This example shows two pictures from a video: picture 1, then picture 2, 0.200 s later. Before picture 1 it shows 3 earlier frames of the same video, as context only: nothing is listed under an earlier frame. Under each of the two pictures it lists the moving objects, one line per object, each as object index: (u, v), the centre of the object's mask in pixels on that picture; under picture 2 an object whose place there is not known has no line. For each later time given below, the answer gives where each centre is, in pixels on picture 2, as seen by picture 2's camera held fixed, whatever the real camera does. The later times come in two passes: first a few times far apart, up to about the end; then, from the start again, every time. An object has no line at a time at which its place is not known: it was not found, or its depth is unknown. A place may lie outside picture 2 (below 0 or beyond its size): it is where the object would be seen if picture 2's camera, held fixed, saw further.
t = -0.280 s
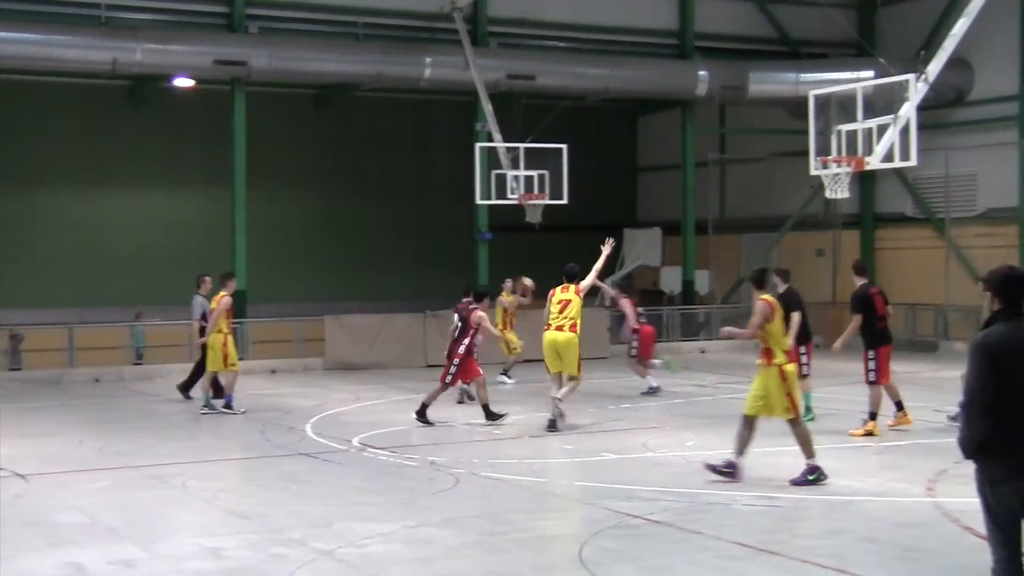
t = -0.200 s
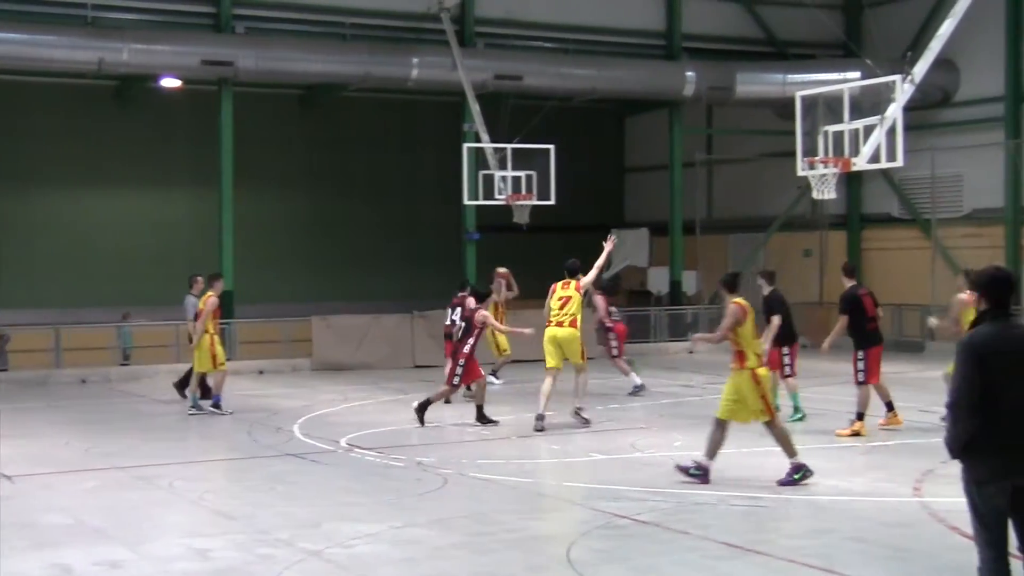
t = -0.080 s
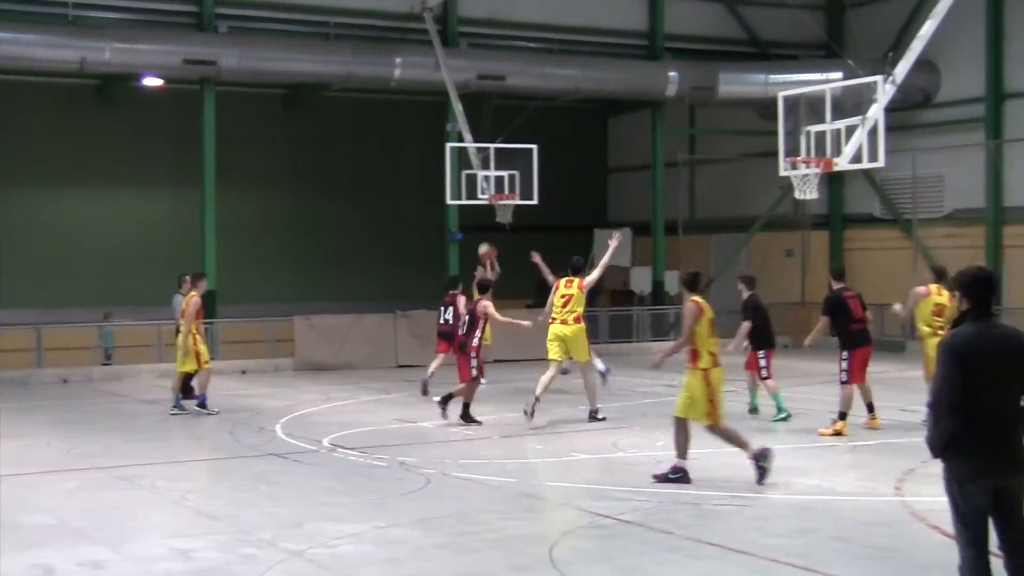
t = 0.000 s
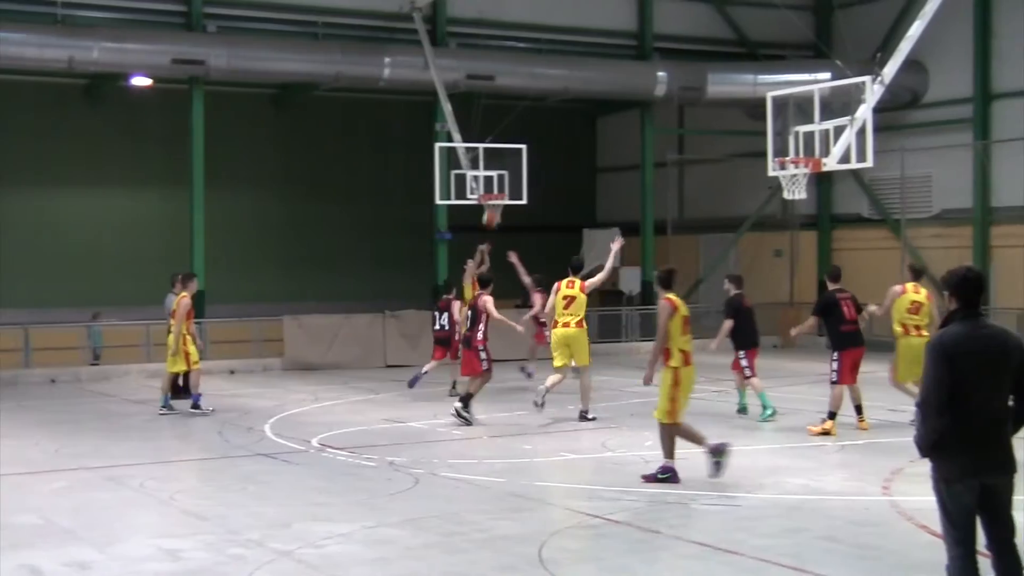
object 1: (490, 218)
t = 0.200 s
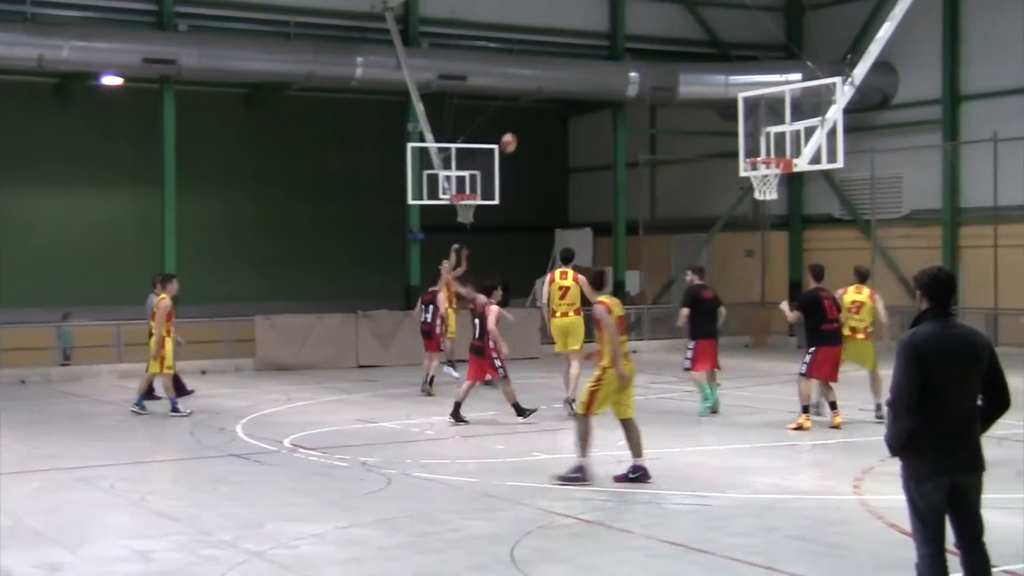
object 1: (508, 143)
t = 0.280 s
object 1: (527, 119)
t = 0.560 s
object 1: (598, 65)
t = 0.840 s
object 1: (673, 65)
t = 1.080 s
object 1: (748, 116)
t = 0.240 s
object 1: (518, 130)
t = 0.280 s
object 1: (527, 119)
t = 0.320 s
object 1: (536, 108)
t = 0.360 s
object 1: (547, 98)
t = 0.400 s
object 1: (557, 89)
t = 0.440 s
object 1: (566, 79)
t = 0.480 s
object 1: (576, 75)
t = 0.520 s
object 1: (587, 70)
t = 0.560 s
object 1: (598, 65)
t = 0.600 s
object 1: (608, 62)
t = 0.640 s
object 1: (619, 60)
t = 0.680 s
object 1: (629, 57)
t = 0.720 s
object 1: (640, 58)
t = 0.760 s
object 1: (651, 59)
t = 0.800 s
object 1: (663, 62)
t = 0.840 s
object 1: (673, 65)
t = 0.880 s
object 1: (685, 70)
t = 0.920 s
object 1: (697, 76)
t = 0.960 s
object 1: (709, 84)
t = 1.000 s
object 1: (722, 95)
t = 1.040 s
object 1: (733, 104)
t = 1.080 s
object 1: (748, 116)
